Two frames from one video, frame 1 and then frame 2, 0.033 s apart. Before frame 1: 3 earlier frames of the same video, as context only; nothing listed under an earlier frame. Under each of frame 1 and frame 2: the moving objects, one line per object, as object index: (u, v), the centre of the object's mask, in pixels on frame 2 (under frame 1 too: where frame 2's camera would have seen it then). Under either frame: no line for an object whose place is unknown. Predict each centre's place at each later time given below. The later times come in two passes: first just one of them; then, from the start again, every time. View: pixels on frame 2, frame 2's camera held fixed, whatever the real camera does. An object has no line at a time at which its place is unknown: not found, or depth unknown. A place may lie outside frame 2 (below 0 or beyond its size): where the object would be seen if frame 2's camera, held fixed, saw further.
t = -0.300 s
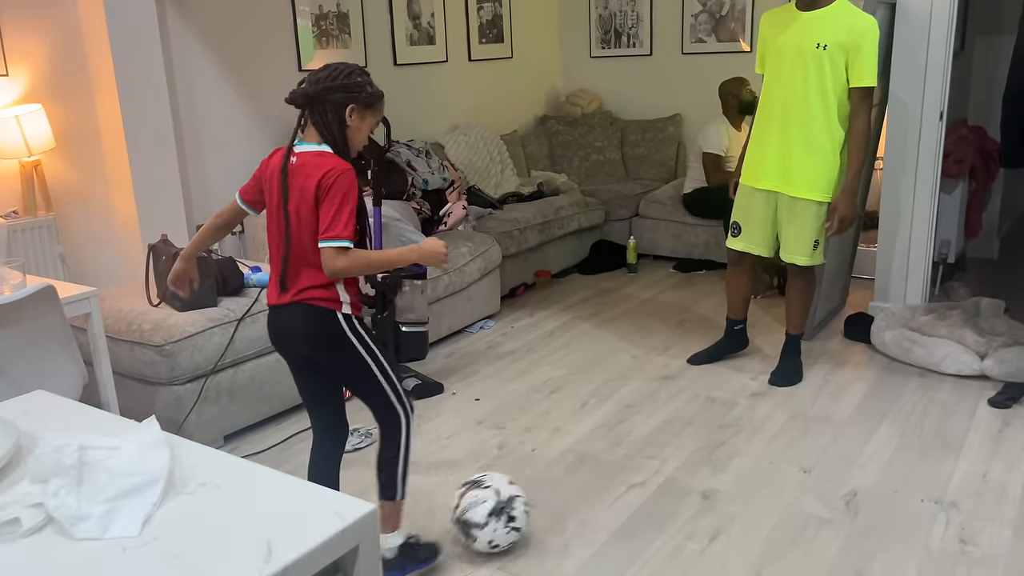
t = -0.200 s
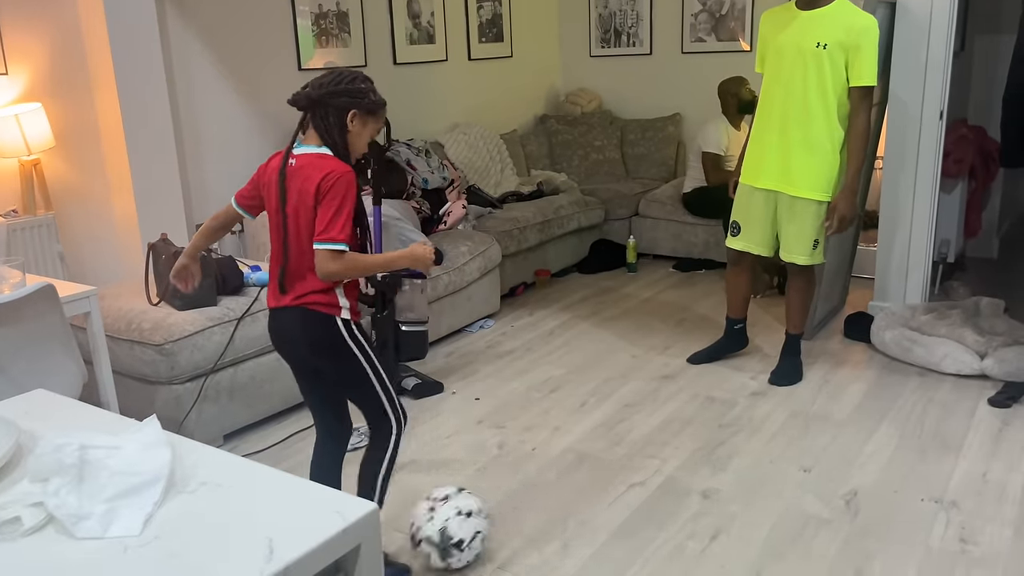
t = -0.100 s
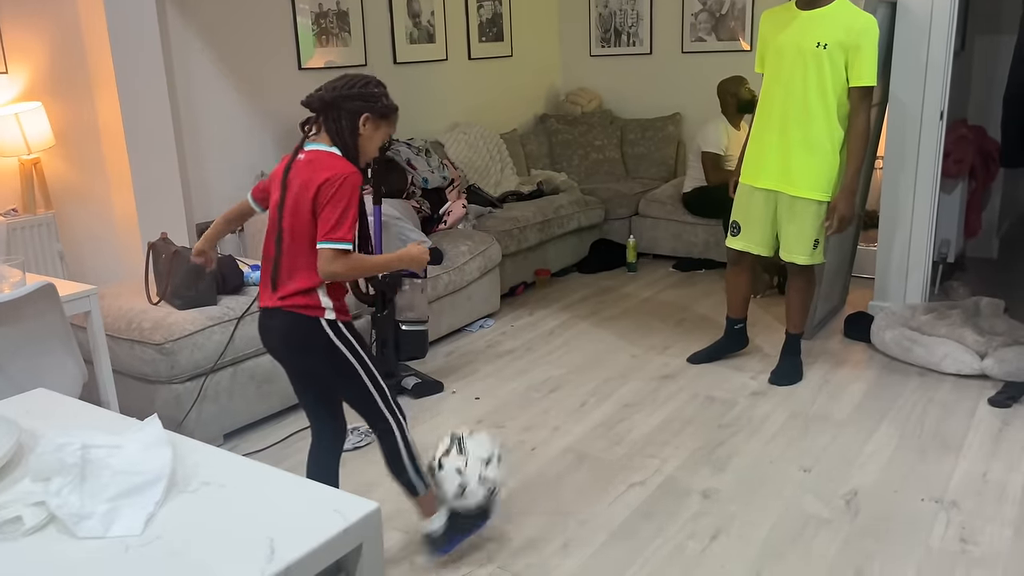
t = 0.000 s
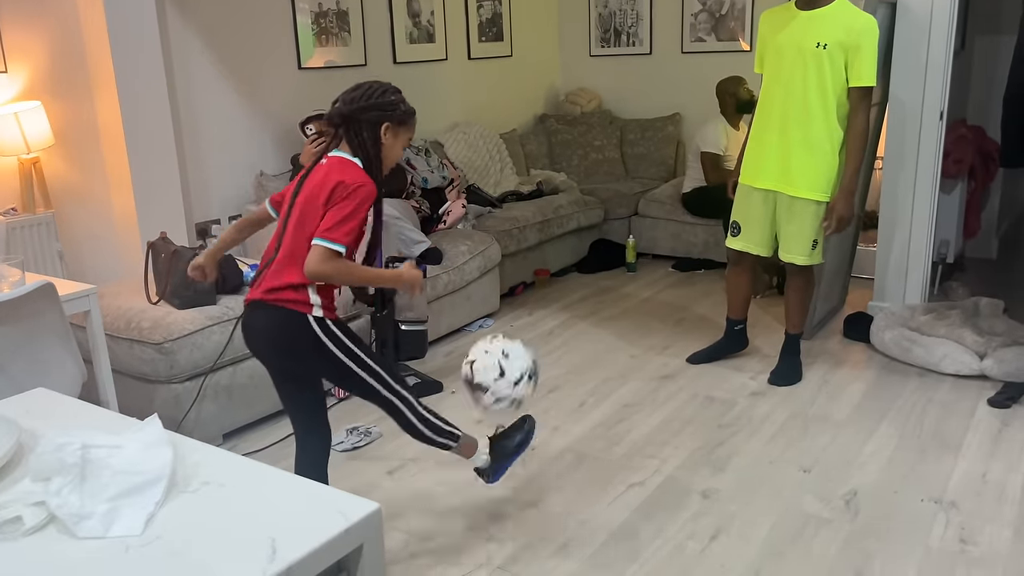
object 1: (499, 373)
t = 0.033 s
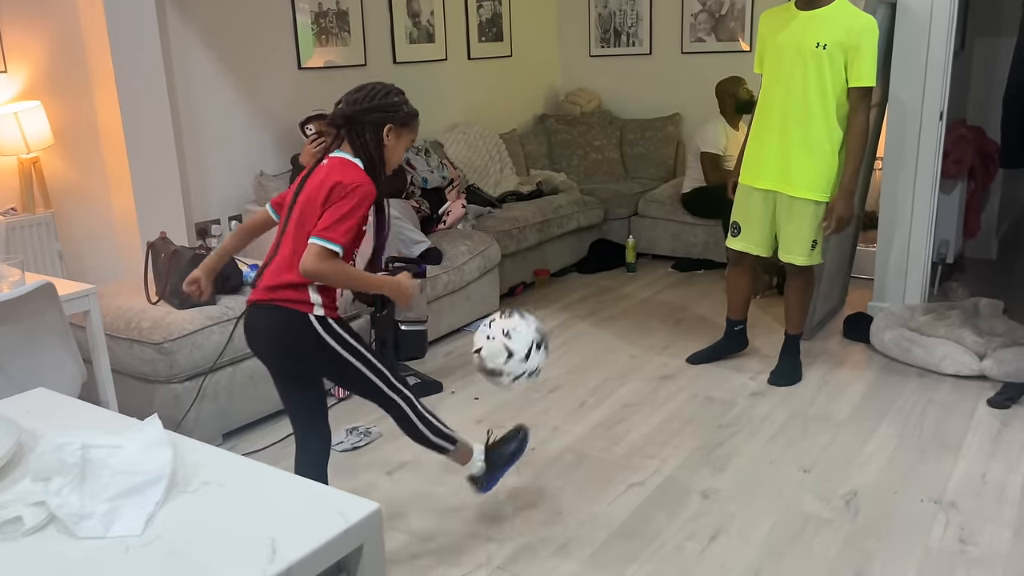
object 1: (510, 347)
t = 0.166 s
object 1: (550, 289)
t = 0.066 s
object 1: (520, 326)
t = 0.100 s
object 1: (531, 310)
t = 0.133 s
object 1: (541, 298)
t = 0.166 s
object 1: (550, 289)
